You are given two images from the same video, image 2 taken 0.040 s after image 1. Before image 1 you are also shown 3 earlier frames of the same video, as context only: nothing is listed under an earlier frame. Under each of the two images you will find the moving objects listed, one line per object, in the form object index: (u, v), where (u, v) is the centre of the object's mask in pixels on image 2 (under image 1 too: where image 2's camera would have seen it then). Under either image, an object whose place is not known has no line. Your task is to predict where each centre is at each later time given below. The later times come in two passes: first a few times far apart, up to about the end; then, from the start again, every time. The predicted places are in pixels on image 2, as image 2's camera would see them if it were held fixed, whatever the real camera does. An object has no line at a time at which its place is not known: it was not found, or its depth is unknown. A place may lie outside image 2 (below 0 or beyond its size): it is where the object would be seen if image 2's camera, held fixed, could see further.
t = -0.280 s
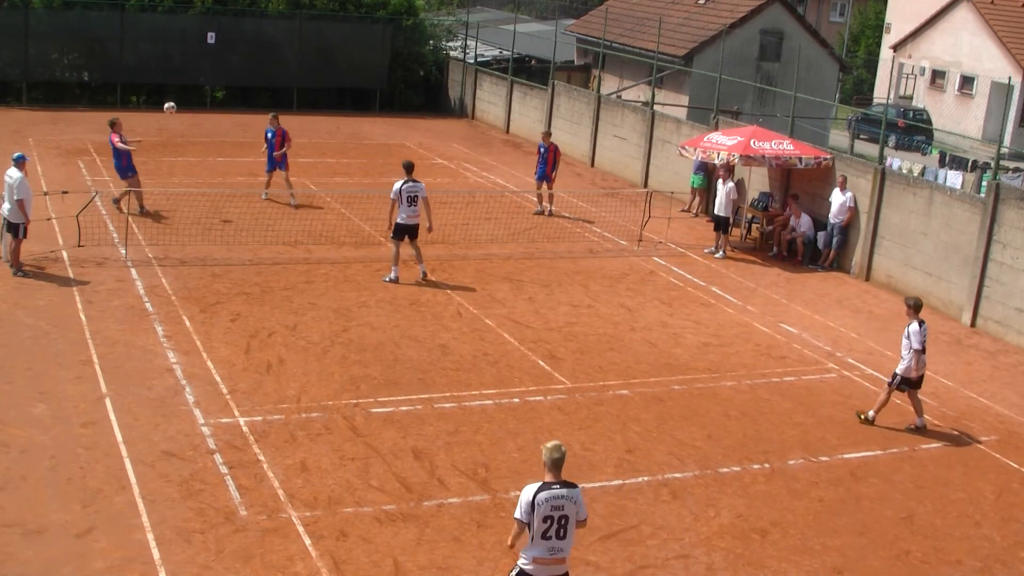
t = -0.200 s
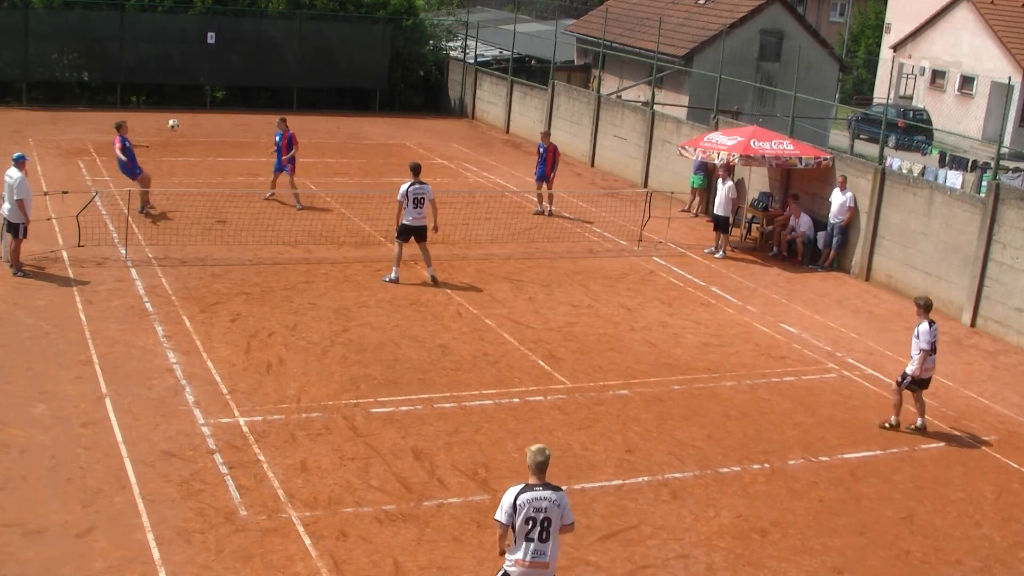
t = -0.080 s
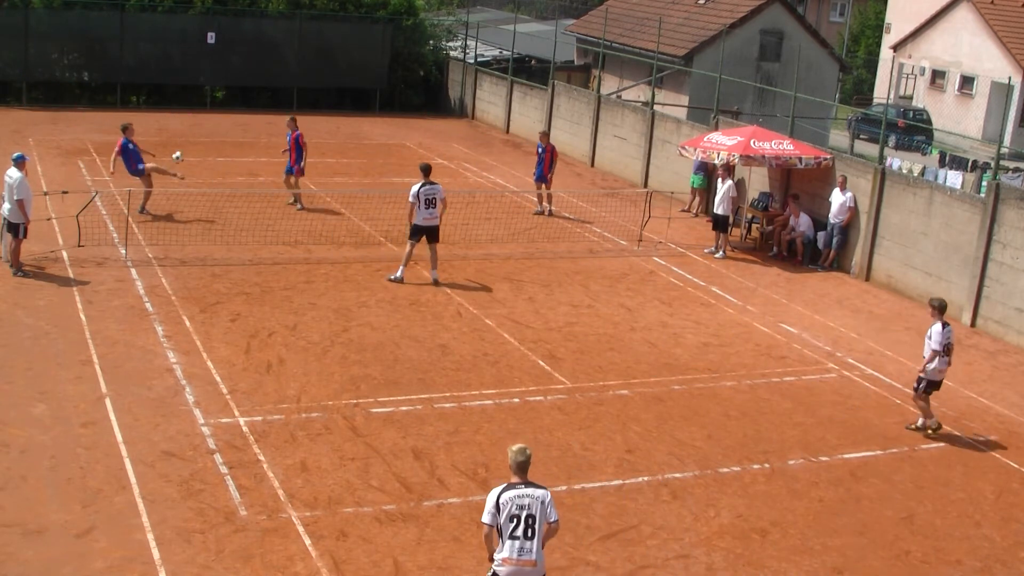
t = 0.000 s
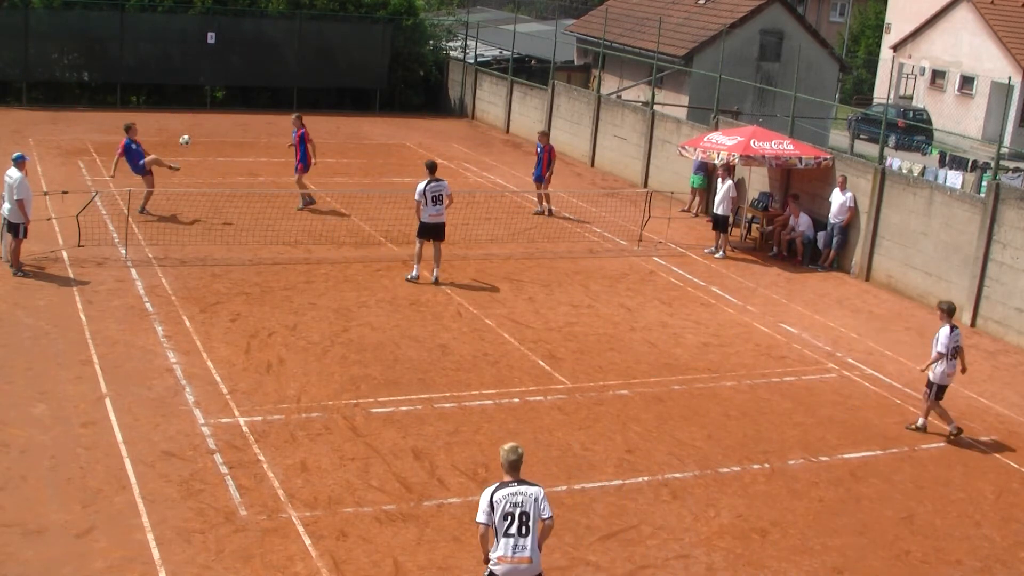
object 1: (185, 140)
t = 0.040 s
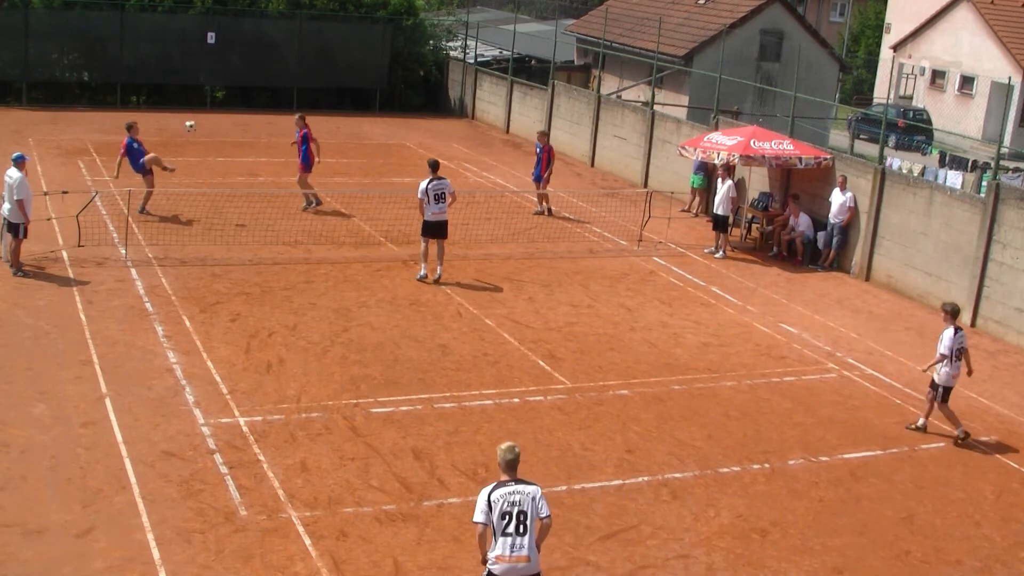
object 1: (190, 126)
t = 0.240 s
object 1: (214, 65)
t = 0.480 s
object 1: (244, 20)
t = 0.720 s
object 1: (271, 7)
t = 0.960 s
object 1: (298, 26)
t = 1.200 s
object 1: (323, 76)
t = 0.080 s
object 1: (195, 111)
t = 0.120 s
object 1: (200, 99)
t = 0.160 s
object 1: (205, 87)
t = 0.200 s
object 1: (209, 75)
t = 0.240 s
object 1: (214, 65)
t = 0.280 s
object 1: (219, 55)
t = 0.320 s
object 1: (224, 46)
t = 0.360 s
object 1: (229, 38)
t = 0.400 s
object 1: (234, 31)
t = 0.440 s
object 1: (239, 25)
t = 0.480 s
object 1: (244, 20)
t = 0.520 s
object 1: (248, 15)
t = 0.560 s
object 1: (253, 12)
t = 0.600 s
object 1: (258, 9)
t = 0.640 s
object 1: (262, 8)
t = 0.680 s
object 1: (267, 7)
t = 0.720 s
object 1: (271, 7)
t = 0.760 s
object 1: (276, 8)
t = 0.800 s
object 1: (281, 10)
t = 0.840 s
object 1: (285, 12)
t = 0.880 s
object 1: (290, 16)
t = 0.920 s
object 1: (294, 20)
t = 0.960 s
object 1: (298, 26)
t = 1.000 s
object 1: (303, 32)
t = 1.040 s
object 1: (307, 39)
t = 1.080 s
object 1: (311, 47)
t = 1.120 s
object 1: (315, 56)
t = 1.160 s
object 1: (319, 66)
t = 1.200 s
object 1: (323, 76)
